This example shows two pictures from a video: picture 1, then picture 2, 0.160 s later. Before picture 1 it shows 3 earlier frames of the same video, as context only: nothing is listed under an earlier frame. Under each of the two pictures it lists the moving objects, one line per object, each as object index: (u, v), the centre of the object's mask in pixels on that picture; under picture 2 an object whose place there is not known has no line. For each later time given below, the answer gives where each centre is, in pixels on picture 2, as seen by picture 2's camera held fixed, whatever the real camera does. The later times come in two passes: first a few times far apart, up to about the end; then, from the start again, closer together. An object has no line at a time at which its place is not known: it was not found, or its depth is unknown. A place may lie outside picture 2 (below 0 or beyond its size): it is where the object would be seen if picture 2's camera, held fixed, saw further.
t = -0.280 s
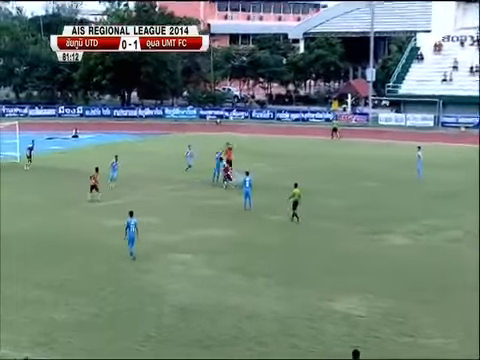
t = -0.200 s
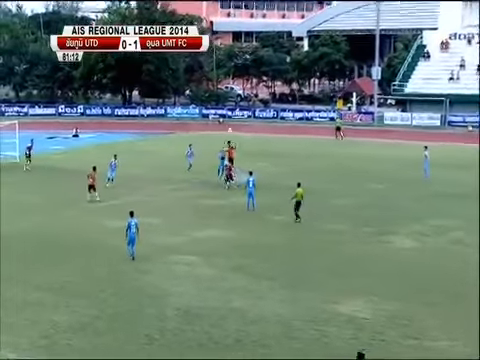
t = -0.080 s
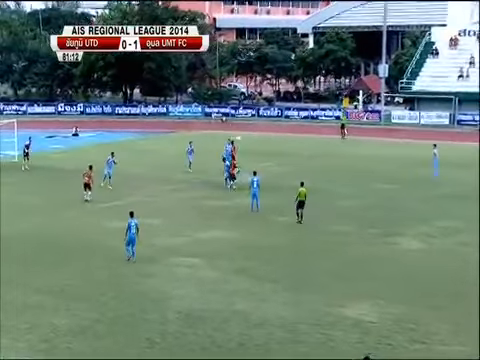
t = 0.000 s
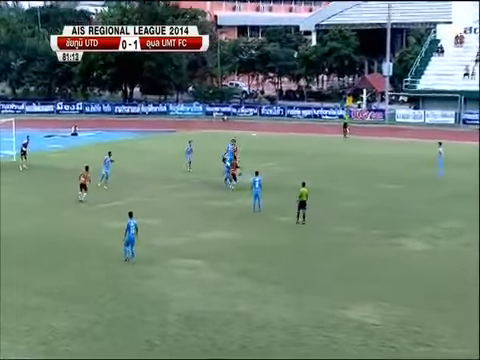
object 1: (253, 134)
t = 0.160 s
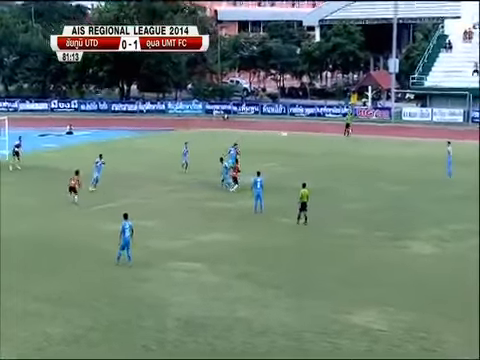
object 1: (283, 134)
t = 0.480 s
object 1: (346, 156)
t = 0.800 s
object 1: (405, 206)
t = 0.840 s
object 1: (410, 203)
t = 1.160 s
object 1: (447, 188)
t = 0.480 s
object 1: (346, 156)
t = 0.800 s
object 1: (405, 206)
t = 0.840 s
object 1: (410, 203)
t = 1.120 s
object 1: (442, 188)
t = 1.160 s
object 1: (447, 188)
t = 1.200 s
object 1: (452, 187)
